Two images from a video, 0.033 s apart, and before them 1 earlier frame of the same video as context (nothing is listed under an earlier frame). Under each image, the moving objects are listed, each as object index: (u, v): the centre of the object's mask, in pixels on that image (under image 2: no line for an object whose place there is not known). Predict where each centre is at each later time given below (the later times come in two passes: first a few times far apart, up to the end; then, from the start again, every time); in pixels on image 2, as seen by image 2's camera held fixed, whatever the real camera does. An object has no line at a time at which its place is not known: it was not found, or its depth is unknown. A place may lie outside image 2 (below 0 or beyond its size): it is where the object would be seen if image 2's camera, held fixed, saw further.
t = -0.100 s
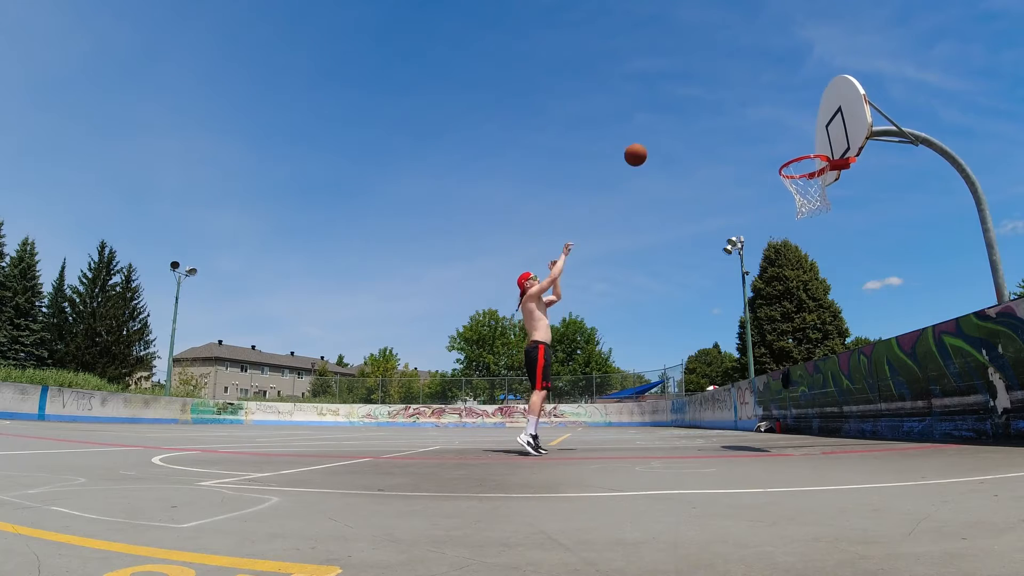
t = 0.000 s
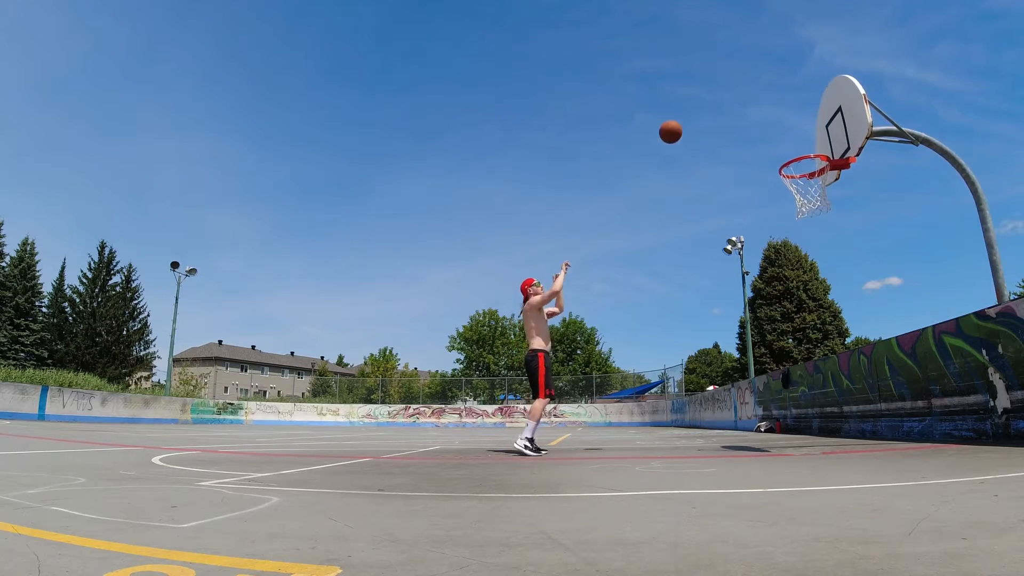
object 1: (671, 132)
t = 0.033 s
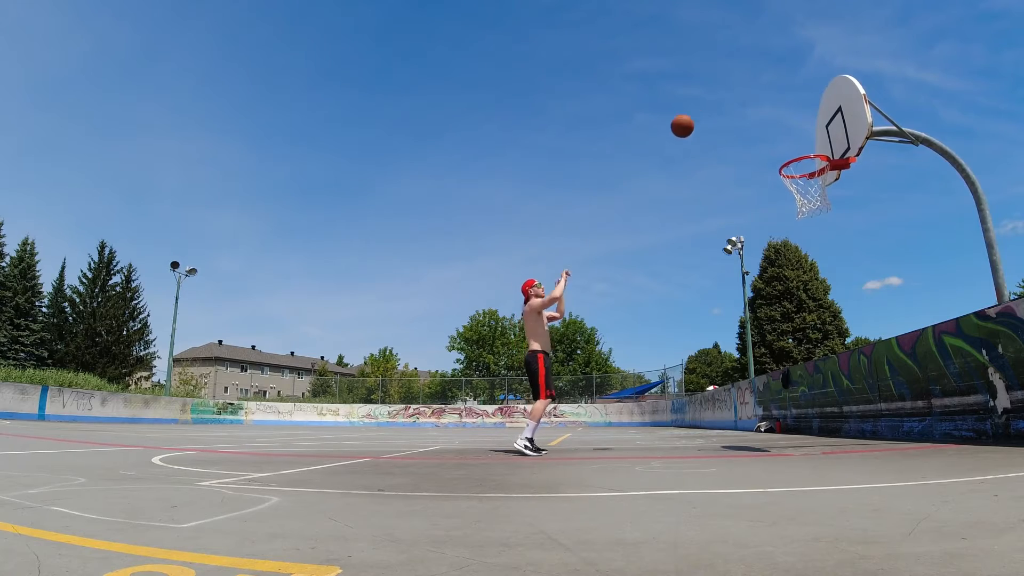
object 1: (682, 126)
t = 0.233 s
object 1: (756, 110)
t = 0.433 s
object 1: (815, 131)
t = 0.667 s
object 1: (801, 133)
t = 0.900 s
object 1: (816, 120)
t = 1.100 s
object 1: (795, 156)
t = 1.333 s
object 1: (825, 190)
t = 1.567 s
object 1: (824, 220)
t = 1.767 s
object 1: (826, 290)
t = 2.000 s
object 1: (831, 437)
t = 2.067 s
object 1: (825, 410)
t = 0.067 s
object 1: (694, 121)
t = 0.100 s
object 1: (706, 117)
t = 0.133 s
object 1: (719, 114)
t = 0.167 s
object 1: (731, 112)
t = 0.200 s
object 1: (743, 111)
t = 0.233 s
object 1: (756, 110)
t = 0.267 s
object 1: (769, 111)
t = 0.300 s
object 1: (782, 113)
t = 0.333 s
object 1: (795, 116)
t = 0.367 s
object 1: (809, 119)
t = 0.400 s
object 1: (822, 124)
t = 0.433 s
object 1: (815, 131)
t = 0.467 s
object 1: (806, 139)
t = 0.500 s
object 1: (797, 147)
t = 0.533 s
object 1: (787, 155)
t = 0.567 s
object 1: (787, 154)
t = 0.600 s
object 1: (792, 147)
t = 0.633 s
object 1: (797, 140)
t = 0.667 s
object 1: (801, 133)
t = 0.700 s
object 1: (805, 128)
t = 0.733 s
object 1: (810, 123)
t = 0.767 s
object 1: (814, 120)
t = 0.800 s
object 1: (819, 118)
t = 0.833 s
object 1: (824, 116)
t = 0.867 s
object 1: (821, 118)
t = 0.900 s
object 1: (816, 120)
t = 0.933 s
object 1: (813, 124)
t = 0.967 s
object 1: (809, 129)
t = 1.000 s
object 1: (805, 134)
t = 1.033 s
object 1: (802, 141)
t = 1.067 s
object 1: (798, 148)
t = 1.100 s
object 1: (795, 156)
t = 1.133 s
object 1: (796, 165)
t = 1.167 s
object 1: (804, 169)
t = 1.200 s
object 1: (811, 173)
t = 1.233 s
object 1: (817, 179)
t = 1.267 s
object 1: (822, 183)
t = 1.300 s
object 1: (824, 187)
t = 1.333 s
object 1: (825, 190)
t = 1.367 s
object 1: (826, 192)
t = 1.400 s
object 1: (825, 194)
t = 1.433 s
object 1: (825, 198)
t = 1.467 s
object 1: (825, 202)
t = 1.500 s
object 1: (825, 207)
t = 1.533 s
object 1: (825, 213)
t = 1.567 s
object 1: (824, 220)
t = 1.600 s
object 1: (824, 229)
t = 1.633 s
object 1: (825, 238)
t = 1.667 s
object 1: (825, 249)
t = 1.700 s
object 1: (825, 262)
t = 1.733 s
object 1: (826, 276)
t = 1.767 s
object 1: (826, 290)
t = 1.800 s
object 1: (827, 307)
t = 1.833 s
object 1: (828, 324)
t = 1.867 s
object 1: (828, 343)
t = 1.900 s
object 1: (829, 364)
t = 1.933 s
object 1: (830, 387)
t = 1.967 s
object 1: (831, 411)
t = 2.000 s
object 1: (831, 437)
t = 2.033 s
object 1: (829, 429)
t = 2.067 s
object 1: (825, 410)
